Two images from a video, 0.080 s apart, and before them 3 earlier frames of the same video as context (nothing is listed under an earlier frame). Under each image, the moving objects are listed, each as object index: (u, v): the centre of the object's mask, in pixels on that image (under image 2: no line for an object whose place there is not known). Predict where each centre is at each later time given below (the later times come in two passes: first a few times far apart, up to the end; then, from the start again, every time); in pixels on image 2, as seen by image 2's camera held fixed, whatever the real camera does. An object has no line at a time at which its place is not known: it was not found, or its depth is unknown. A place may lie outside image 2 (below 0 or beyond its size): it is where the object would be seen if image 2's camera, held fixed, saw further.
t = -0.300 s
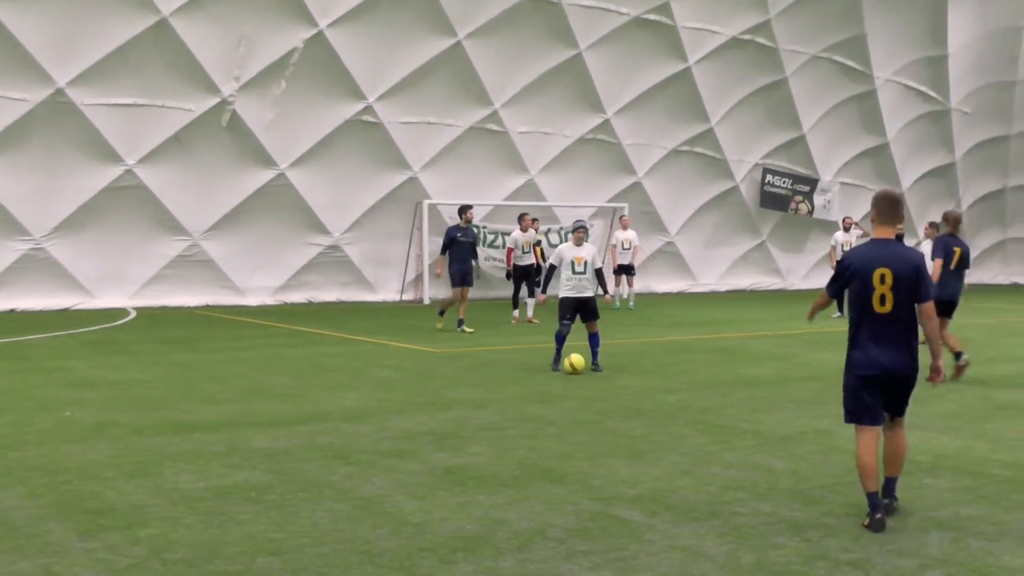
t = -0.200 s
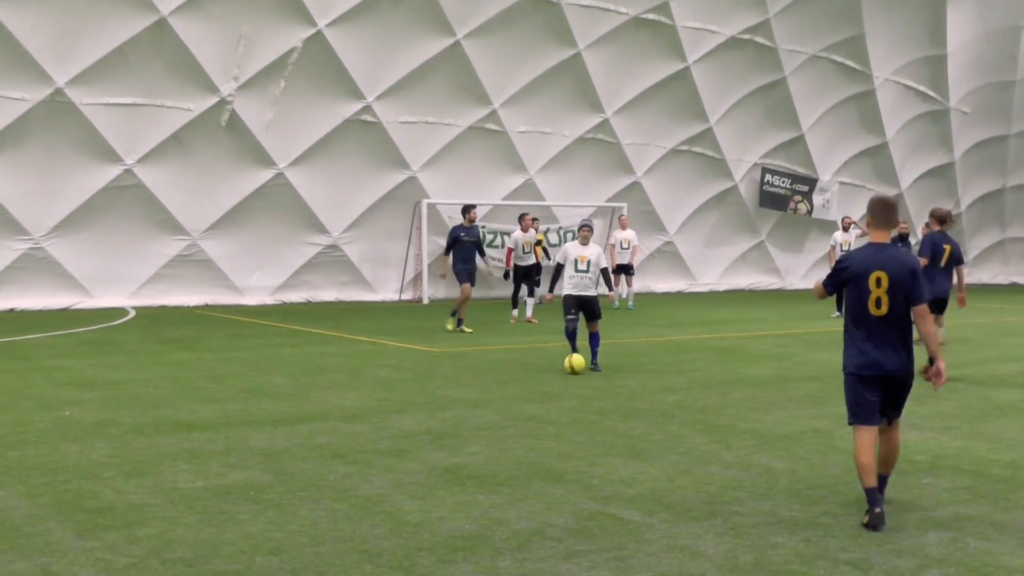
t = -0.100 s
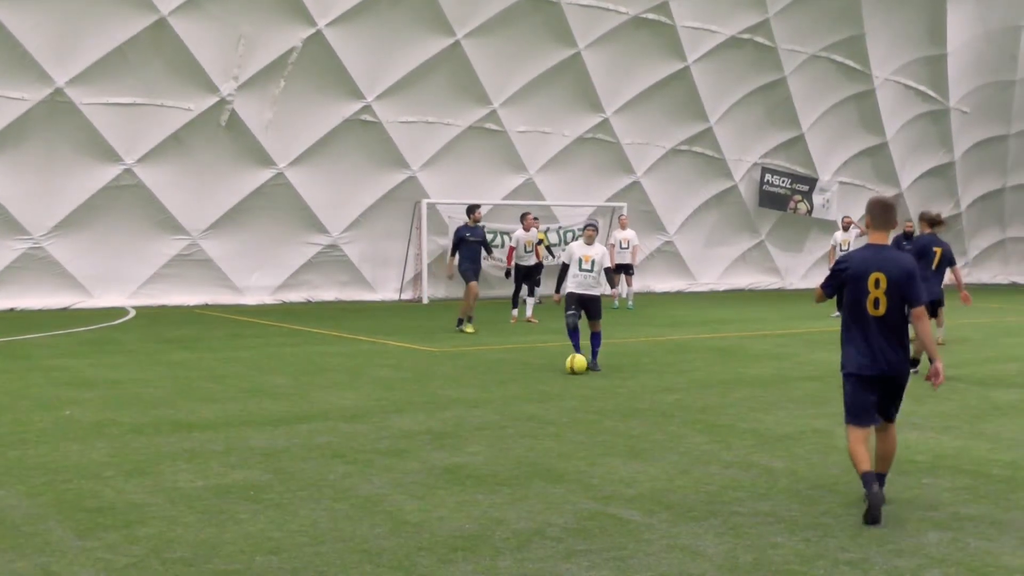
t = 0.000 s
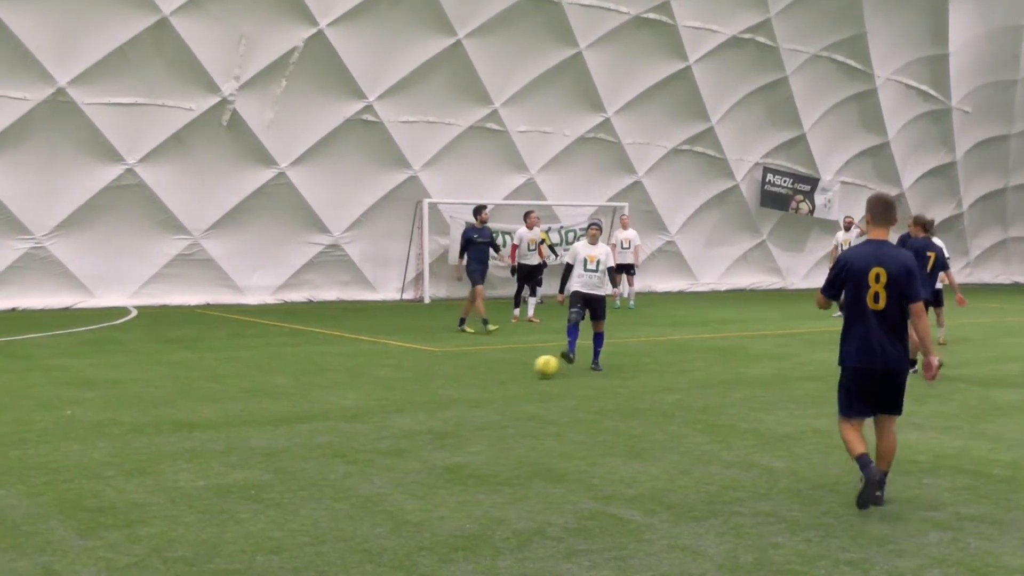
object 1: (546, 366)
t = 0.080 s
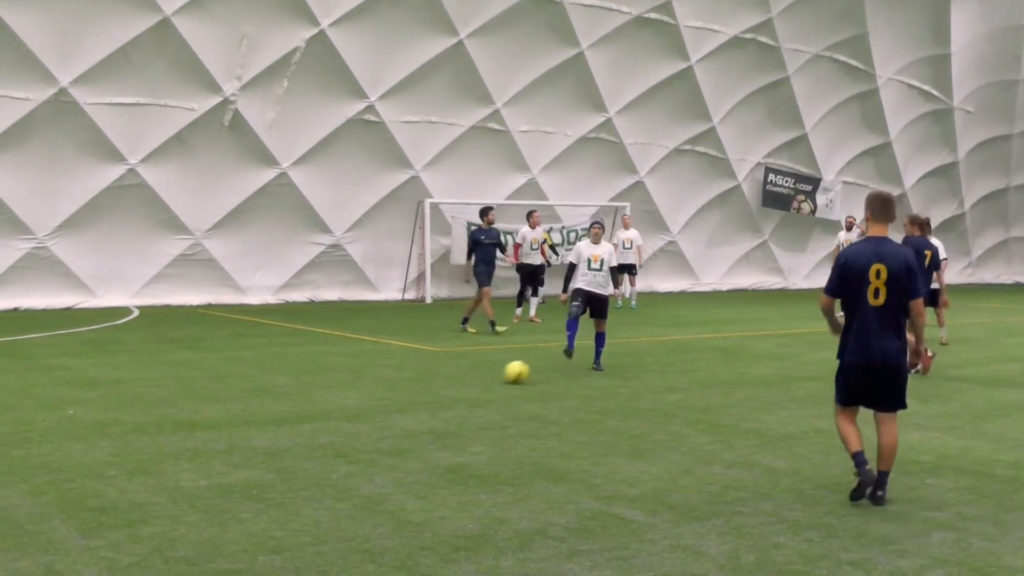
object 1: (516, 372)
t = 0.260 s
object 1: (450, 381)
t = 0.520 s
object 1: (368, 395)
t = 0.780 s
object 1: (287, 408)
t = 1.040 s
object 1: (196, 422)
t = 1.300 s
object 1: (97, 440)
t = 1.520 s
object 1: (4, 453)
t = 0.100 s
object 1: (509, 374)
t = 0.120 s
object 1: (501, 375)
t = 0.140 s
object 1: (494, 375)
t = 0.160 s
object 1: (487, 376)
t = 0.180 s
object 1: (480, 377)
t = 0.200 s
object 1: (472, 379)
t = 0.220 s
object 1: (465, 381)
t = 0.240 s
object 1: (457, 381)
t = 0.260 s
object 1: (450, 381)
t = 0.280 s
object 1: (443, 382)
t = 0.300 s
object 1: (437, 384)
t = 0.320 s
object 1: (430, 385)
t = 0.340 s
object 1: (424, 386)
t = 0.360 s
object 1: (417, 387)
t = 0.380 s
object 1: (411, 387)
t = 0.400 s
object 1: (405, 389)
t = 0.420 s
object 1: (399, 389)
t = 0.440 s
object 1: (392, 391)
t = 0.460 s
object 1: (386, 392)
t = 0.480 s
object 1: (380, 393)
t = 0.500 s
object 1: (374, 394)
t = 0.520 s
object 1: (368, 395)
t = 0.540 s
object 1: (362, 396)
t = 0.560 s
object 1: (355, 397)
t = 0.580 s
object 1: (350, 398)
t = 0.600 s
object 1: (344, 399)
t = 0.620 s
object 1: (338, 400)
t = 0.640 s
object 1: (331, 400)
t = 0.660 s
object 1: (325, 402)
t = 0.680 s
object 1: (318, 403)
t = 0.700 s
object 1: (312, 403)
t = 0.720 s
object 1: (306, 404)
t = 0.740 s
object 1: (299, 405)
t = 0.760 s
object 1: (292, 406)
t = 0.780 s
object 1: (287, 408)
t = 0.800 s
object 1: (280, 409)
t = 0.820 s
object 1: (273, 410)
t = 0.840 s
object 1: (266, 411)
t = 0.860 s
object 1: (259, 412)
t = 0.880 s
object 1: (253, 414)
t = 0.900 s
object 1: (246, 415)
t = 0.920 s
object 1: (239, 416)
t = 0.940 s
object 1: (232, 417)
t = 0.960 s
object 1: (225, 418)
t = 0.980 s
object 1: (219, 419)
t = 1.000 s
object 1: (212, 421)
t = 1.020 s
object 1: (203, 422)
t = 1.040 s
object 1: (196, 422)
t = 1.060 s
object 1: (189, 424)
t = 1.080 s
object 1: (182, 425)
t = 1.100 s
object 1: (175, 427)
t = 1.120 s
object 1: (167, 428)
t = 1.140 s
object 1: (158, 429)
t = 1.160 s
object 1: (151, 430)
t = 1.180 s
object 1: (144, 432)
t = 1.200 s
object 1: (136, 433)
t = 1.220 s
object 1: (128, 434)
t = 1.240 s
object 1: (120, 436)
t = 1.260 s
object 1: (113, 437)
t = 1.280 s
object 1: (105, 438)
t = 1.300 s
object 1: (97, 440)
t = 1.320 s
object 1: (88, 441)
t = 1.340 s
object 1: (80, 443)
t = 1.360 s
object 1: (73, 445)
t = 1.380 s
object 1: (65, 445)
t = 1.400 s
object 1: (56, 446)
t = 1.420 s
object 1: (48, 448)
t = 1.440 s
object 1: (39, 449)
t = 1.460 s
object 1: (31, 450)
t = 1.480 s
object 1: (22, 451)
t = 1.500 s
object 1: (14, 452)
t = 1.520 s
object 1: (4, 453)
